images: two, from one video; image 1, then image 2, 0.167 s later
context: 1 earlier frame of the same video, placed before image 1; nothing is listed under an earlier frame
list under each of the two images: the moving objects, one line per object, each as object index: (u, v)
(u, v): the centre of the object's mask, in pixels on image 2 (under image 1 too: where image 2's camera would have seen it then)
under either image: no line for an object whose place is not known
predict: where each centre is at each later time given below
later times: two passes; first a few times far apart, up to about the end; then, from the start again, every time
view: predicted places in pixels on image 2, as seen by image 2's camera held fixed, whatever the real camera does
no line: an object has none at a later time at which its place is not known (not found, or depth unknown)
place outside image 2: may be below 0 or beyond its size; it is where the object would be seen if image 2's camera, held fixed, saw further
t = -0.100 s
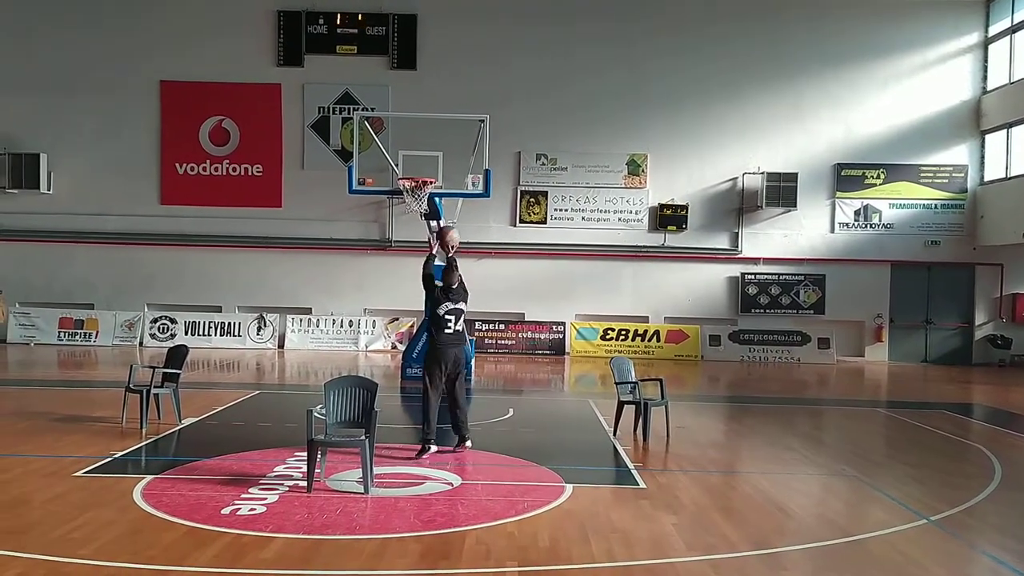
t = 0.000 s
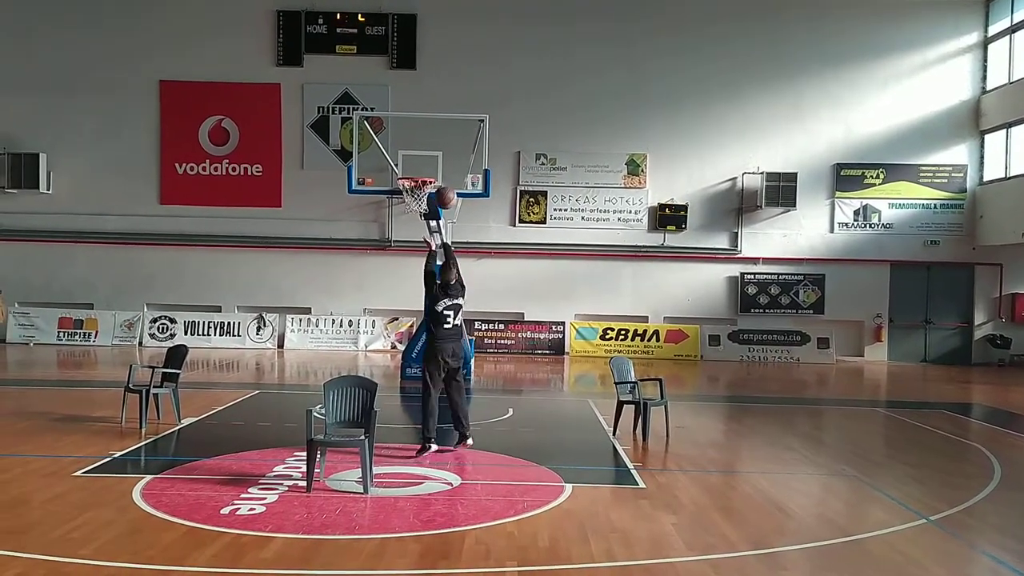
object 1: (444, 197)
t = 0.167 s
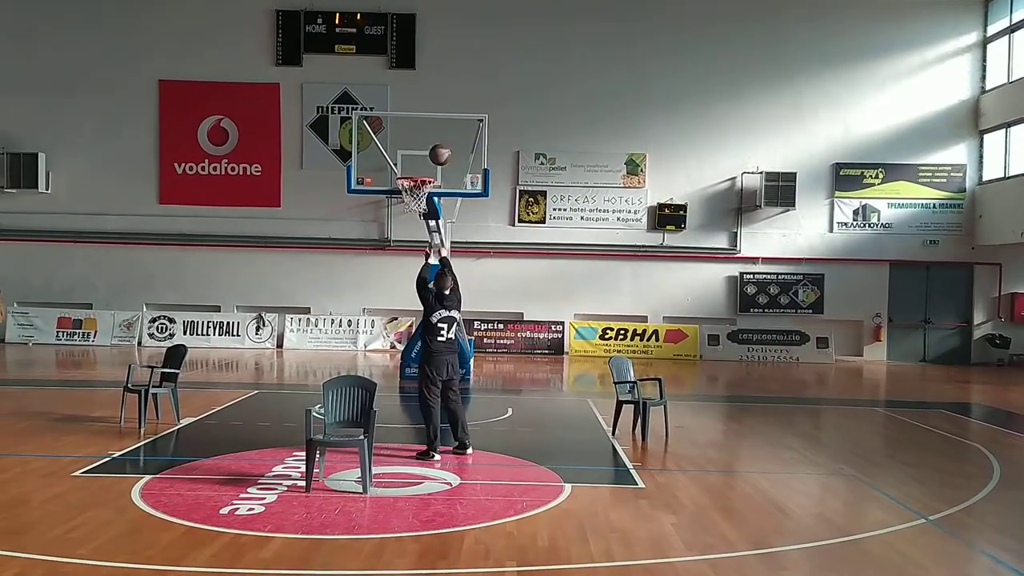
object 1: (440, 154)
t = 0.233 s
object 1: (438, 146)
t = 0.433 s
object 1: (433, 141)
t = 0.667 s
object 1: (427, 171)
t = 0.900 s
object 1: (396, 167)
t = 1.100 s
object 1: (376, 174)
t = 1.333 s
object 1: (350, 222)
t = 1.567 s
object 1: (323, 314)
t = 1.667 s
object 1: (311, 368)
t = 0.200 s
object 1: (438, 150)
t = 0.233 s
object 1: (438, 146)
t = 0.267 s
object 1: (437, 142)
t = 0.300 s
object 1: (436, 140)
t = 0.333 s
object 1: (436, 140)
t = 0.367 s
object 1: (435, 139)
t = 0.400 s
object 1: (434, 140)
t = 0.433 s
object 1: (433, 141)
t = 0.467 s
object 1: (432, 143)
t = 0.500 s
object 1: (431, 146)
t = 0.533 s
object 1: (429, 150)
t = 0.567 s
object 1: (428, 155)
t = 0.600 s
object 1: (428, 160)
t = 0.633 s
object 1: (428, 167)
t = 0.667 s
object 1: (427, 171)
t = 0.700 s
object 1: (424, 172)
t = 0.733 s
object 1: (417, 172)
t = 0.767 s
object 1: (412, 172)
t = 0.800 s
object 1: (408, 171)
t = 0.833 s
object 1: (403, 169)
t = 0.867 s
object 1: (399, 168)
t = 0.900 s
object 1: (396, 167)
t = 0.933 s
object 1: (394, 166)
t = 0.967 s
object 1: (390, 166)
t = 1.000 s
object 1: (387, 166)
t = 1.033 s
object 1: (383, 168)
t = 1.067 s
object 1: (380, 171)
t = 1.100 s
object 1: (376, 174)
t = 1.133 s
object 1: (372, 178)
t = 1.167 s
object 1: (369, 183)
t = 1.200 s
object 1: (364, 191)
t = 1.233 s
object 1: (362, 197)
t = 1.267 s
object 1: (358, 204)
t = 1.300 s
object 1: (354, 213)
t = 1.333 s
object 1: (350, 222)
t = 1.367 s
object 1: (347, 232)
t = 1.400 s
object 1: (343, 244)
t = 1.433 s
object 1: (339, 256)
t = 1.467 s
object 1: (335, 270)
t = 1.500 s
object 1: (331, 283)
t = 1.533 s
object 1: (327, 298)
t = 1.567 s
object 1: (323, 314)
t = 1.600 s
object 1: (319, 331)
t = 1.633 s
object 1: (315, 349)
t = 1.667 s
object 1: (311, 368)
